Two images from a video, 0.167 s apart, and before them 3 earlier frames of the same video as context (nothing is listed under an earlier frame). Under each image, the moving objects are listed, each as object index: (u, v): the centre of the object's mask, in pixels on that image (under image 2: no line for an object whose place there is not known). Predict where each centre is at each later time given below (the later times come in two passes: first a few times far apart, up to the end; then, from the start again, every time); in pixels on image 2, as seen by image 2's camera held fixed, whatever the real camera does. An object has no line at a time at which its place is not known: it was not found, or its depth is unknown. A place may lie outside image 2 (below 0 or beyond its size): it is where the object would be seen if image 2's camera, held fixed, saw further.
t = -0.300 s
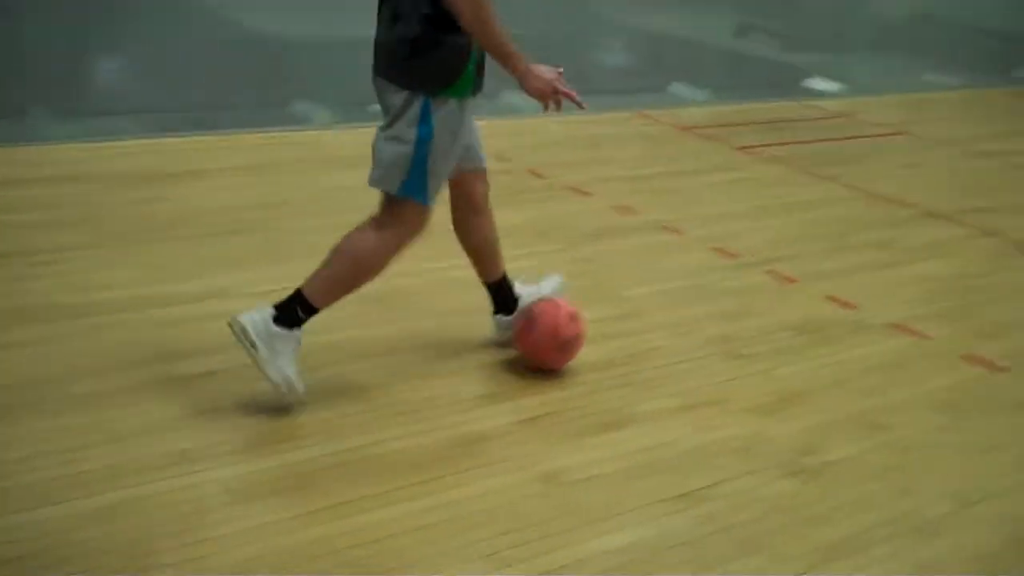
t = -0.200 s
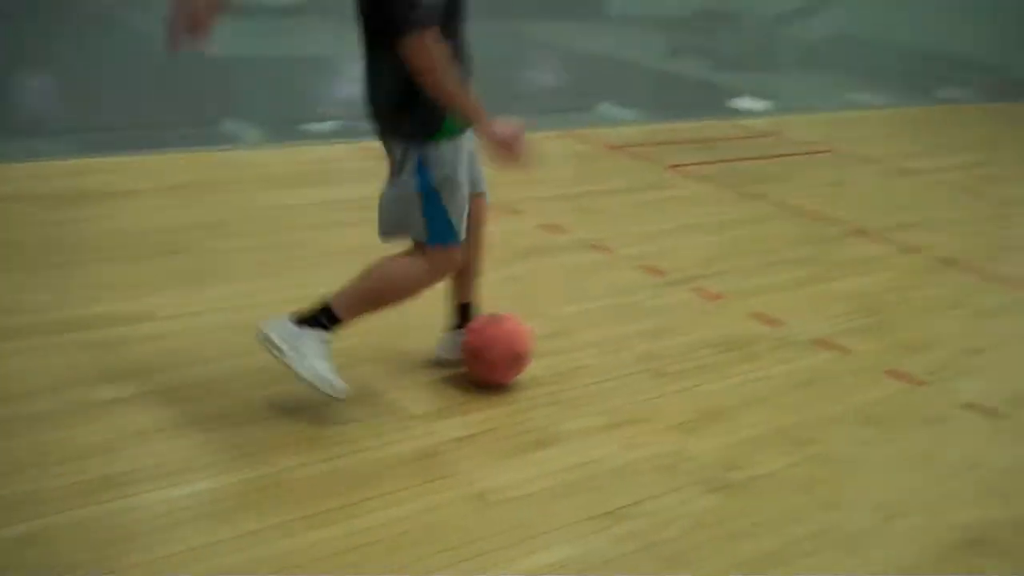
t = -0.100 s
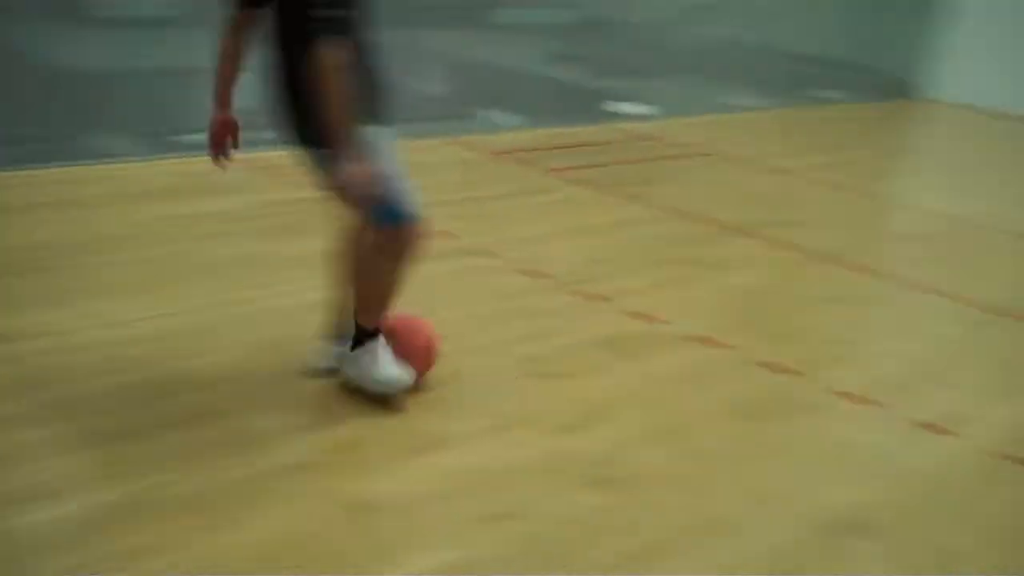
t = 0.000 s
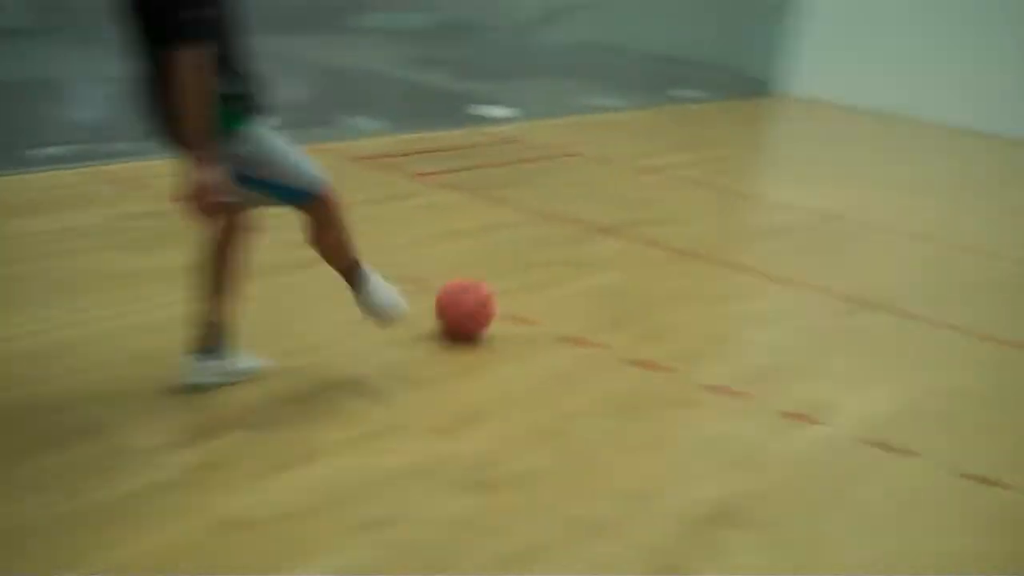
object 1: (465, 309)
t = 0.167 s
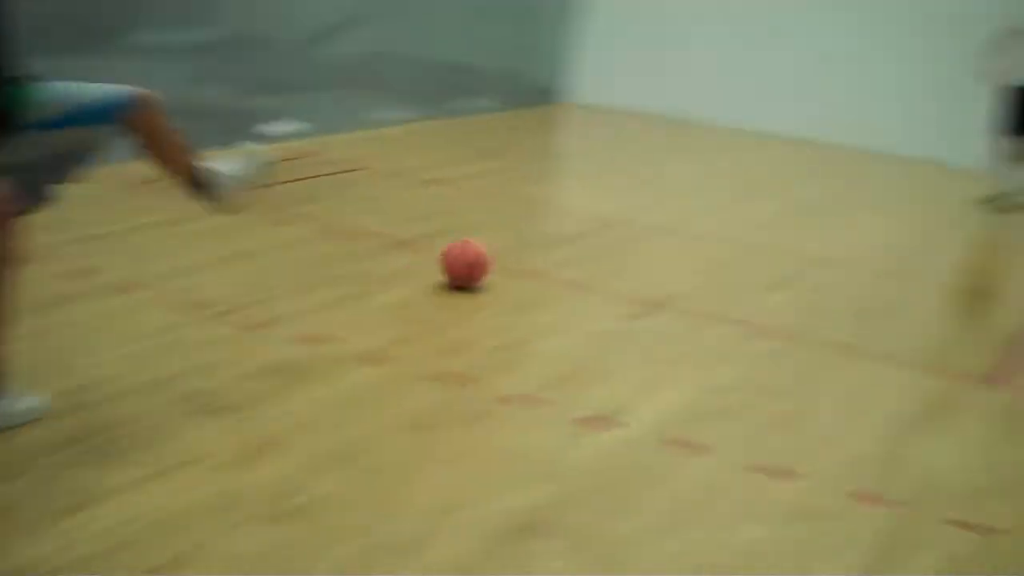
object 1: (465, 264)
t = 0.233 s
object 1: (520, 245)
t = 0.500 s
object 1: (667, 192)
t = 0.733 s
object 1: (738, 167)
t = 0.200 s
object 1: (494, 254)
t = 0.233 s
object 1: (520, 245)
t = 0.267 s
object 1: (544, 237)
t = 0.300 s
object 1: (566, 228)
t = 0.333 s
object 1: (586, 222)
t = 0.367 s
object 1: (604, 215)
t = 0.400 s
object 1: (621, 210)
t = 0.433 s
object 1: (636, 203)
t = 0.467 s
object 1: (652, 199)
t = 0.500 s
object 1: (667, 192)
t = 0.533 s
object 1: (680, 188)
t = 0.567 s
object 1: (691, 184)
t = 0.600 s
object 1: (702, 180)
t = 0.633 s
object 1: (712, 176)
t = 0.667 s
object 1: (722, 173)
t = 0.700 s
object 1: (730, 170)
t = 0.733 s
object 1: (738, 167)
